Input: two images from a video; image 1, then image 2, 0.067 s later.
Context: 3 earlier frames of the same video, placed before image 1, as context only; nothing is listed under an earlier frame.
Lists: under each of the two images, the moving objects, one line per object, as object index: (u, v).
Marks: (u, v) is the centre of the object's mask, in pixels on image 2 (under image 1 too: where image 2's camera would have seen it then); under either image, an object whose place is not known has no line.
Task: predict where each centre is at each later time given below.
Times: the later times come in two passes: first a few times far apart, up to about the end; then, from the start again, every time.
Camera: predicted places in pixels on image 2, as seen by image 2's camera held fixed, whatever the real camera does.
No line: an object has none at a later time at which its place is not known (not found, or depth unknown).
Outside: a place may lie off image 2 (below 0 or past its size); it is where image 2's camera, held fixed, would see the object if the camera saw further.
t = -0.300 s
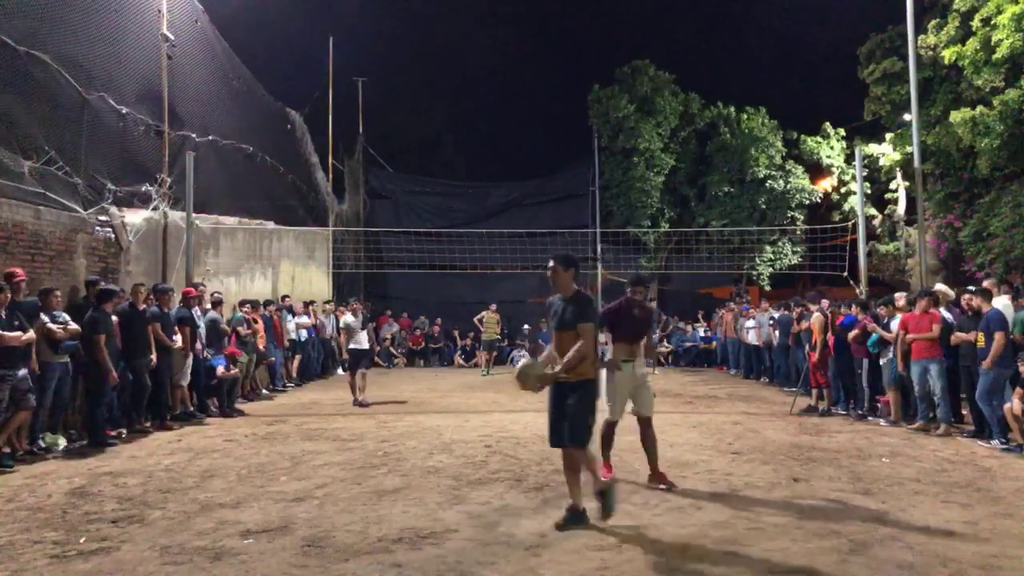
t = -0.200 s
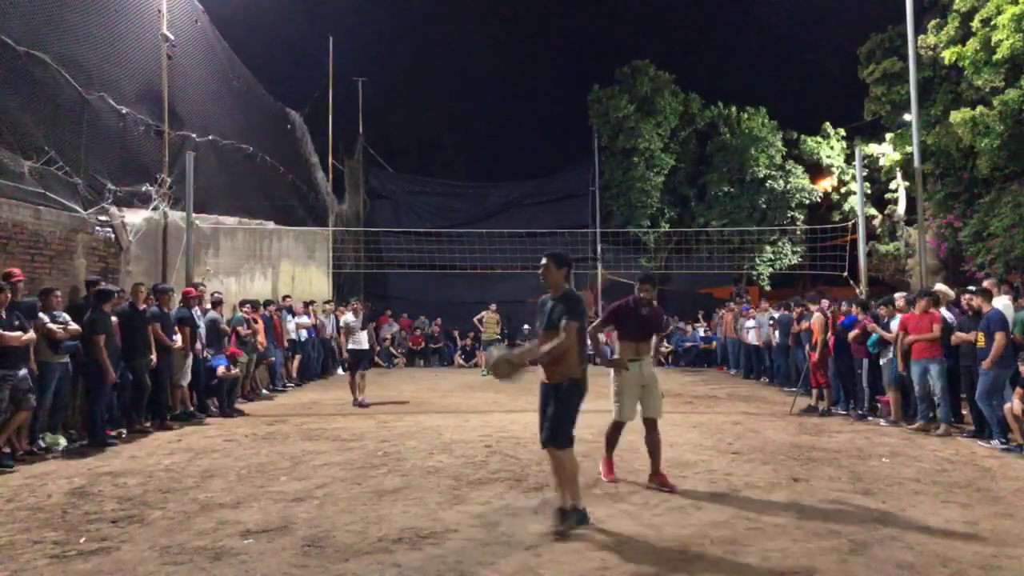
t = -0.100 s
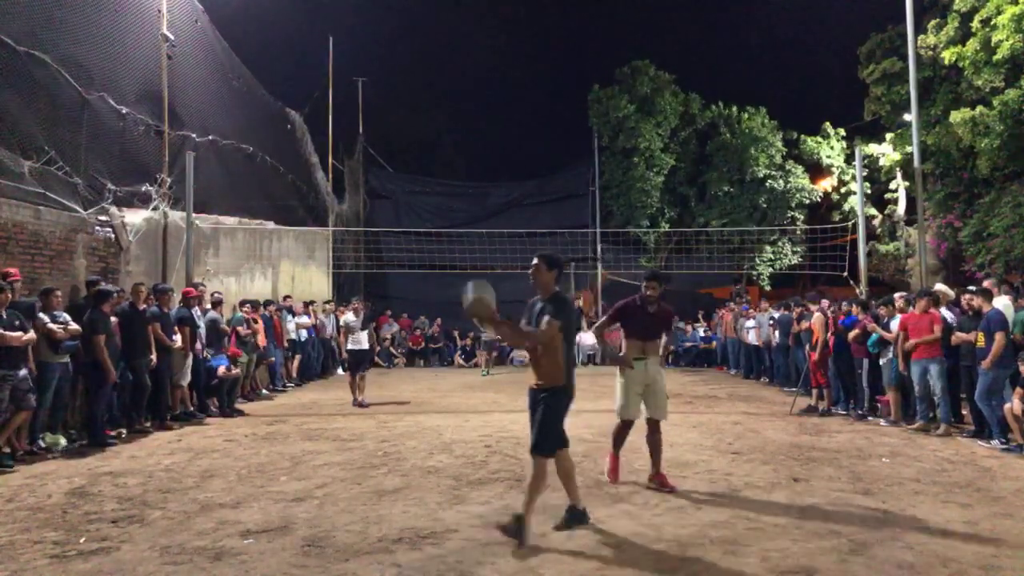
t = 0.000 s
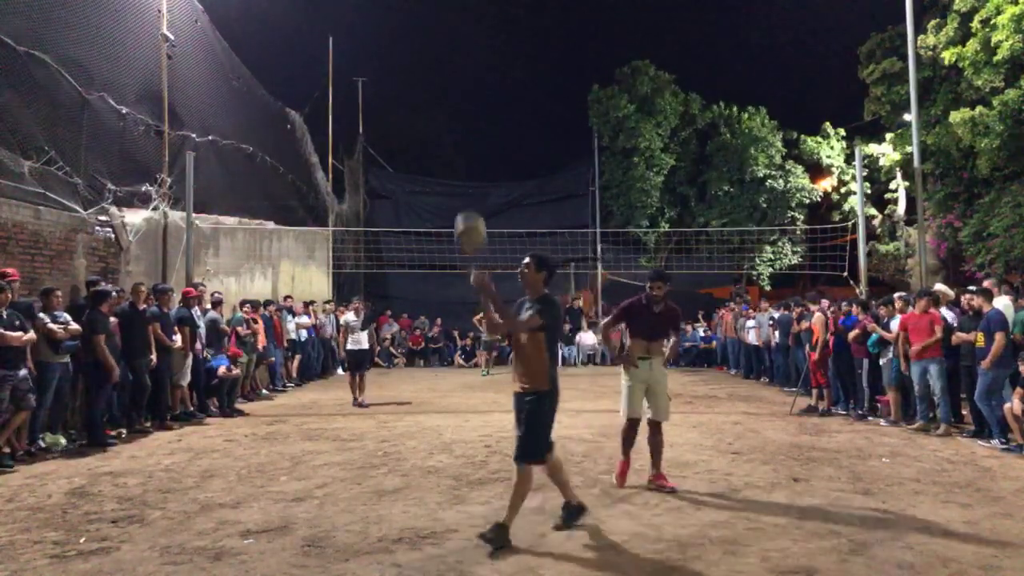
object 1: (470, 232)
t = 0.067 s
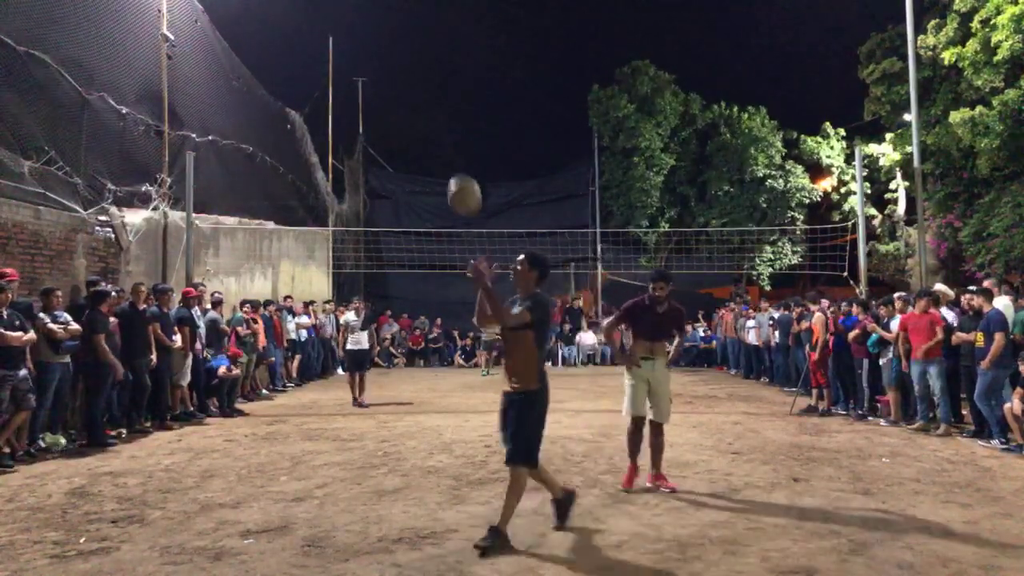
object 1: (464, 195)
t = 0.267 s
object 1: (446, 125)
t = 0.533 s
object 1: (423, 130)
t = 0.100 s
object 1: (461, 178)
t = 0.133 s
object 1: (458, 165)
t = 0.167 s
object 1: (455, 153)
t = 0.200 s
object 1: (452, 141)
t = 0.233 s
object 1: (449, 132)
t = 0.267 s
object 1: (446, 125)
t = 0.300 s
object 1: (443, 119)
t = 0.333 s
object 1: (440, 116)
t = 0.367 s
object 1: (437, 113)
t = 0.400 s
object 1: (435, 113)
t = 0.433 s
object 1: (432, 115)
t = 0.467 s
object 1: (429, 118)
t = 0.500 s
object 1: (426, 123)
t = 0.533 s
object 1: (423, 130)
